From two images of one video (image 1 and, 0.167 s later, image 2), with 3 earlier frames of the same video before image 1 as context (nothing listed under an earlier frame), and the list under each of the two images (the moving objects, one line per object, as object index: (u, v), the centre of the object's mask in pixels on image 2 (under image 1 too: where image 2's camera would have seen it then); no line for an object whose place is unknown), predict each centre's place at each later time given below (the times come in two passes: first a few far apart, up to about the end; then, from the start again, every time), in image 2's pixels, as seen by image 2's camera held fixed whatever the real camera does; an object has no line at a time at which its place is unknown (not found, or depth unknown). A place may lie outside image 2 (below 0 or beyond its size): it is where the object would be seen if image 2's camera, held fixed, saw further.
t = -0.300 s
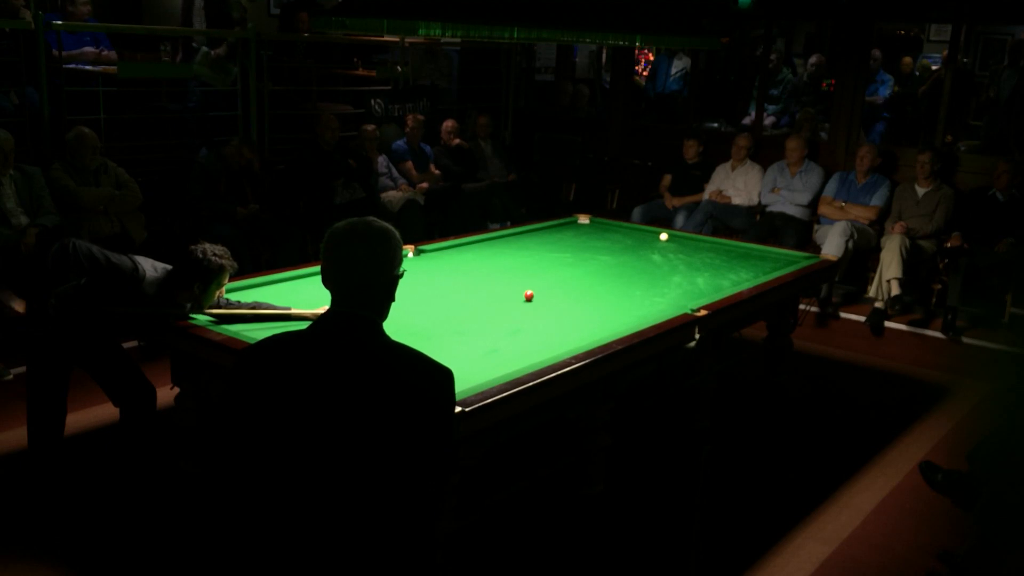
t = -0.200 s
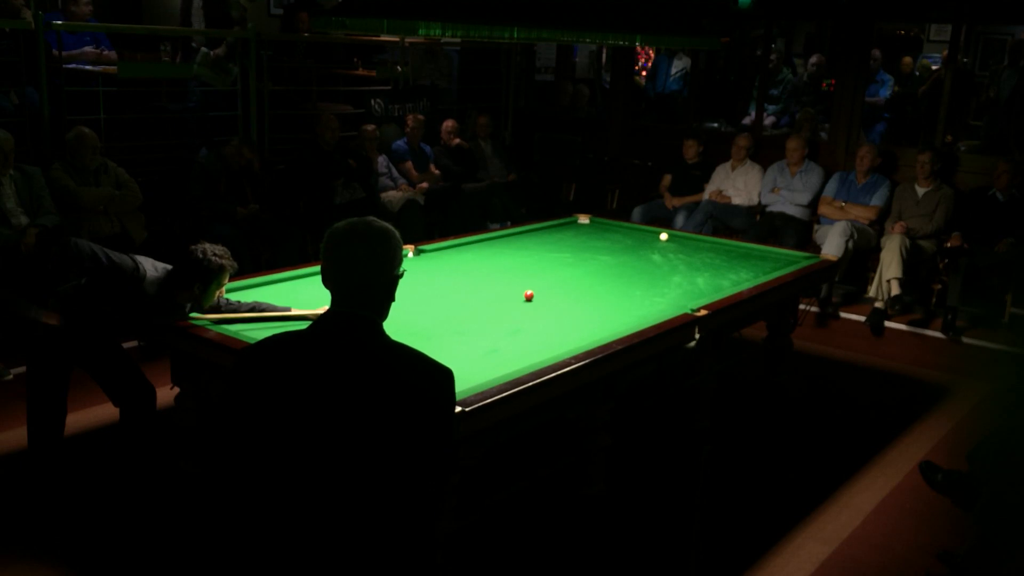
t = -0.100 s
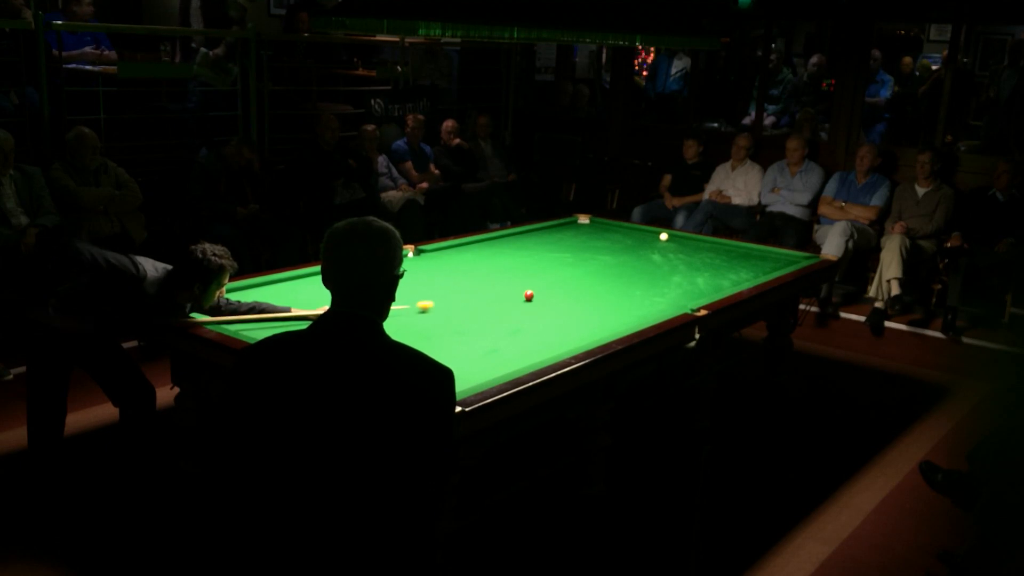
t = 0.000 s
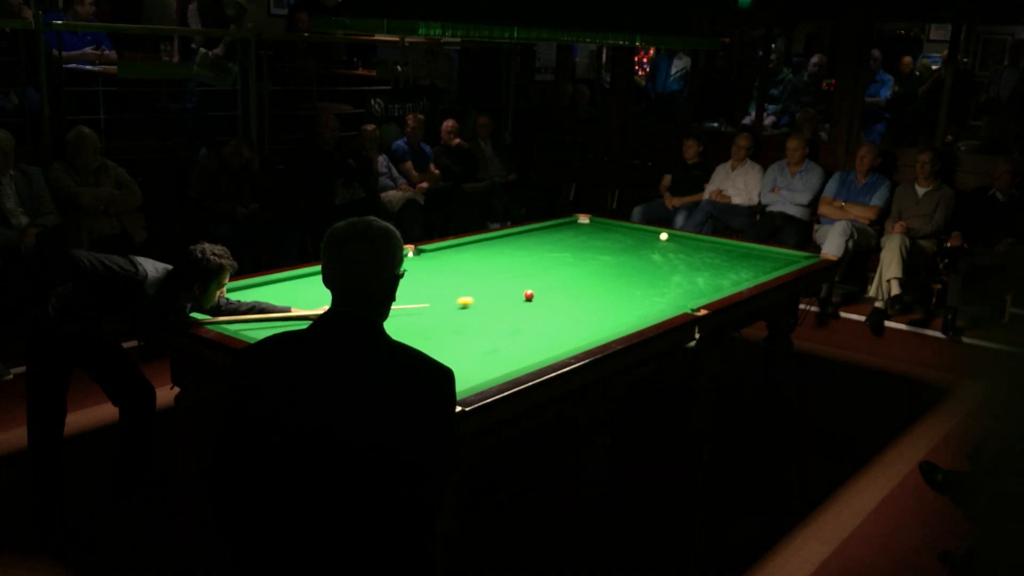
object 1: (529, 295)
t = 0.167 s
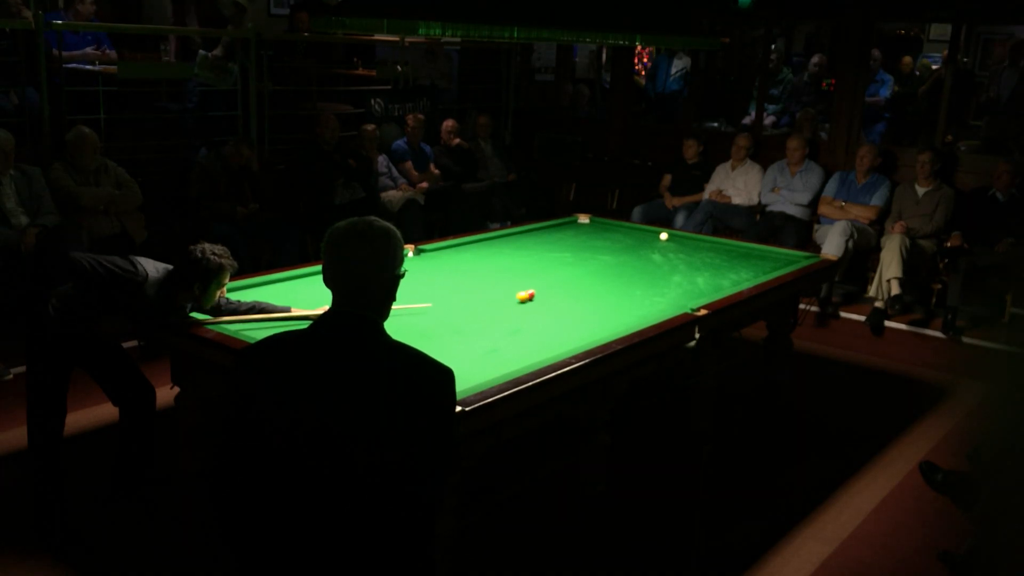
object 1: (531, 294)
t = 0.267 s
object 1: (549, 290)
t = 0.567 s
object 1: (592, 278)
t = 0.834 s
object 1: (623, 270)
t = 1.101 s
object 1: (650, 263)
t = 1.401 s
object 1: (678, 256)
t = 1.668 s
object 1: (700, 250)
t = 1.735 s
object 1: (706, 249)
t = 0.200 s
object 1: (537, 293)
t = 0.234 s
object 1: (543, 291)
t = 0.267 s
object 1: (549, 290)
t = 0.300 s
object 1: (555, 288)
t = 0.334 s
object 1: (561, 287)
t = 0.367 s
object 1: (566, 285)
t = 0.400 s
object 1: (571, 284)
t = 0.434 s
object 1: (576, 283)
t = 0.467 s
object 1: (580, 282)
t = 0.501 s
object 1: (584, 281)
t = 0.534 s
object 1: (589, 279)
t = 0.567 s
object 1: (592, 278)
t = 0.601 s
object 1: (596, 277)
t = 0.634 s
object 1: (600, 276)
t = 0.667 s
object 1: (604, 275)
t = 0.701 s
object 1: (608, 274)
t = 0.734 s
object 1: (612, 273)
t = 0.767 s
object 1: (616, 272)
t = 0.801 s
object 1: (619, 271)
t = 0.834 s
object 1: (623, 270)
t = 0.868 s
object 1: (627, 269)
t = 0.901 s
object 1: (630, 268)
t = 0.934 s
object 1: (633, 268)
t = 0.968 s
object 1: (637, 267)
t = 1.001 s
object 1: (640, 266)
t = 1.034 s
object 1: (643, 265)
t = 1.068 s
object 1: (647, 264)
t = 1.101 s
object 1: (650, 263)
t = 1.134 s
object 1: (653, 263)
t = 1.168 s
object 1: (657, 262)
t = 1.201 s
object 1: (660, 261)
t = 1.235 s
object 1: (663, 260)
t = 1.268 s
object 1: (666, 259)
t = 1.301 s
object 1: (669, 258)
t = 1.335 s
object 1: (672, 257)
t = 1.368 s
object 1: (675, 257)
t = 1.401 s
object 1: (678, 256)
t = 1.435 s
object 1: (681, 255)
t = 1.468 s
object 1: (684, 255)
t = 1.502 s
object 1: (687, 254)
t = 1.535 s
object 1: (690, 253)
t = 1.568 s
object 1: (692, 252)
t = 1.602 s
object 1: (695, 252)
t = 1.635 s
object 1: (698, 251)
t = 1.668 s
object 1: (700, 250)
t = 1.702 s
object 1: (703, 249)
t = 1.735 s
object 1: (706, 249)
